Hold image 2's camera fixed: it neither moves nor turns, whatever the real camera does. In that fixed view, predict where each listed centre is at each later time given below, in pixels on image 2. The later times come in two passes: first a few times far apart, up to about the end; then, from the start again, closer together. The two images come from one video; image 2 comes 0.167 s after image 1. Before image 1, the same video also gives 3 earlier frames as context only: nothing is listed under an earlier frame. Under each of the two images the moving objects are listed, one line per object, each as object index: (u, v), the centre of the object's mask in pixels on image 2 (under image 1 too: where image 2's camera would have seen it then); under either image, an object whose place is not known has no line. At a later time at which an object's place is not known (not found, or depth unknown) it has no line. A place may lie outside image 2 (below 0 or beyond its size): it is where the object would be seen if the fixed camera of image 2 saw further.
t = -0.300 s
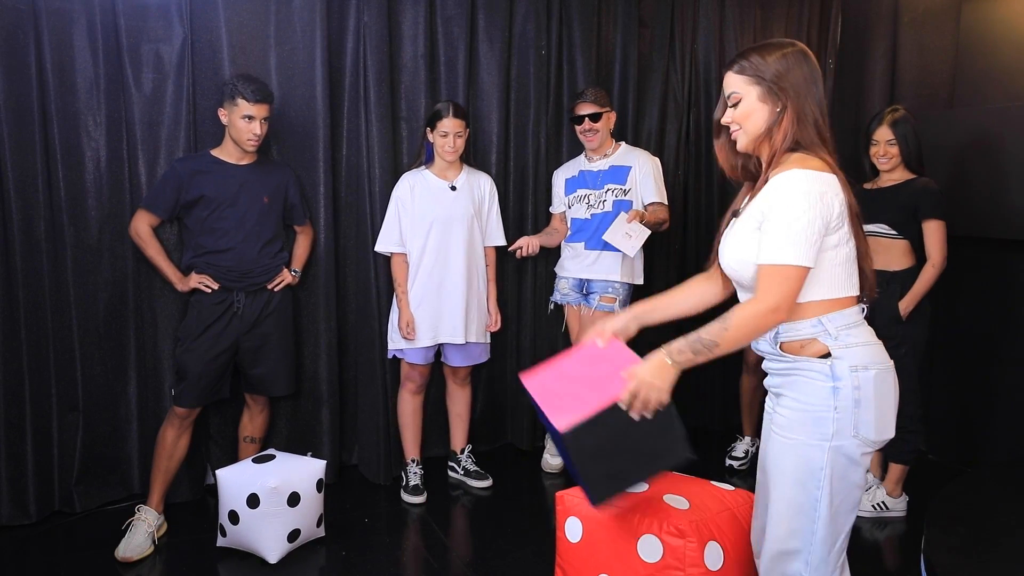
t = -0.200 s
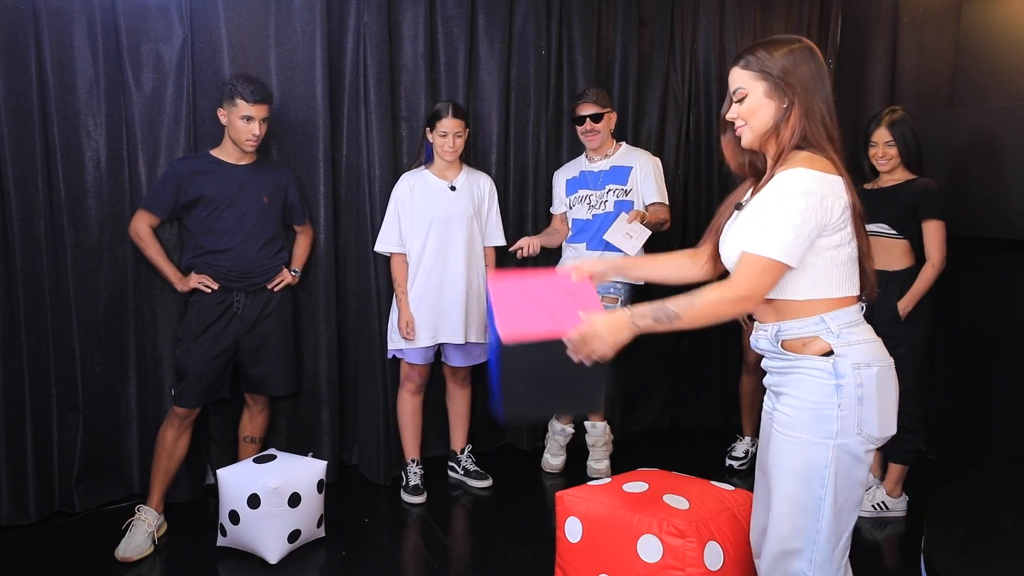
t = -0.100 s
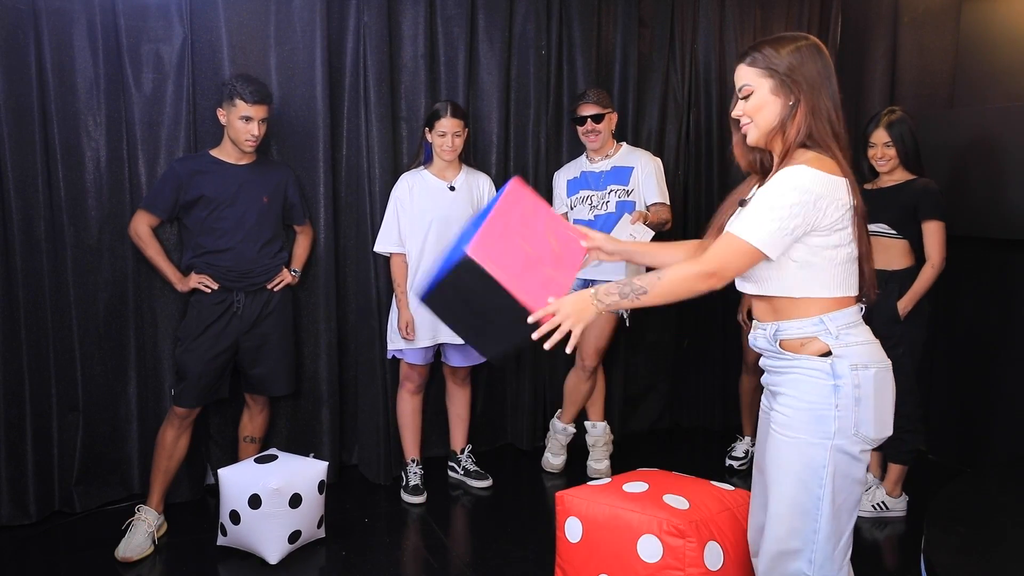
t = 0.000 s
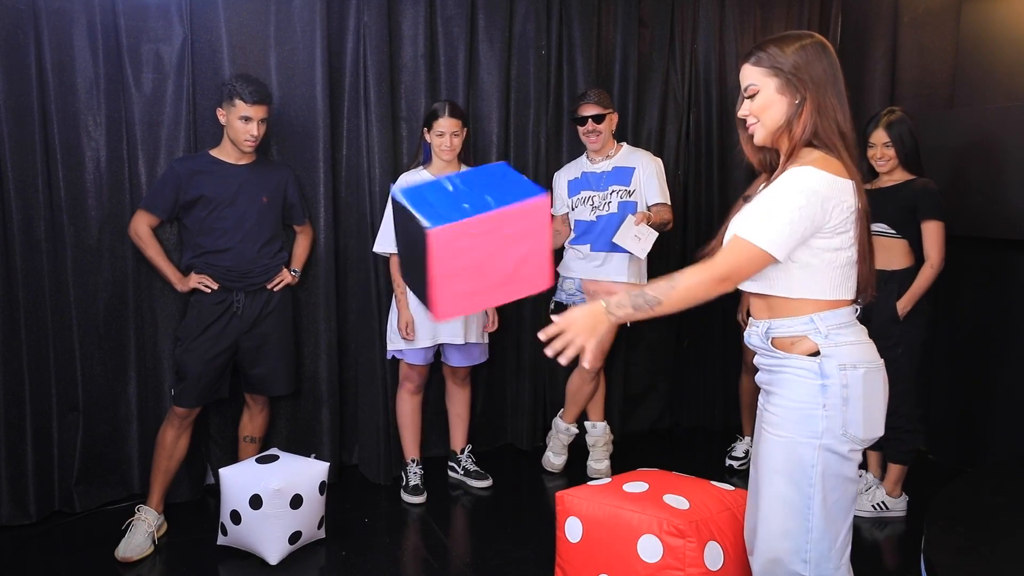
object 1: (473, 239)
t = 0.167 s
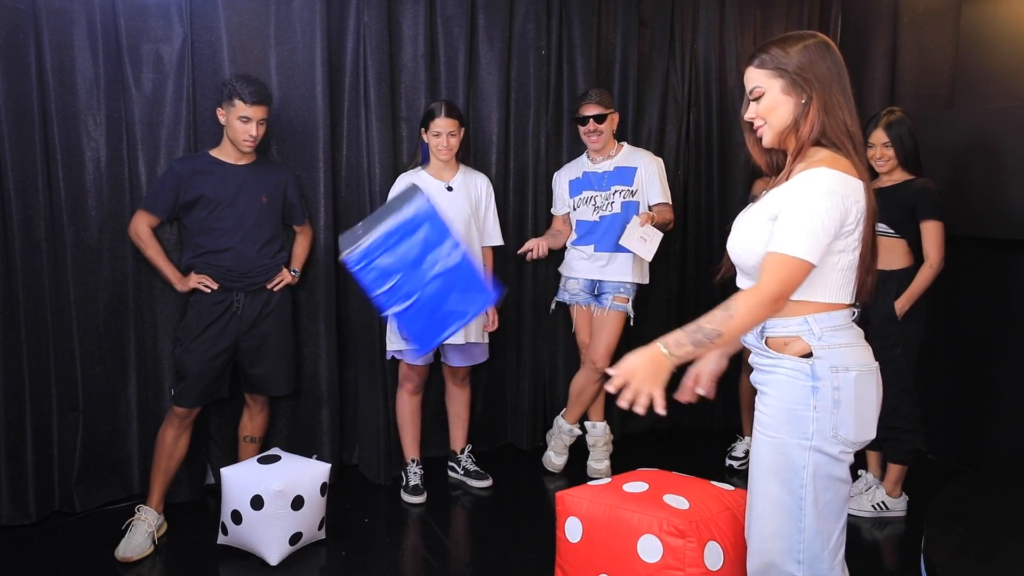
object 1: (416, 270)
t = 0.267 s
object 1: (383, 330)
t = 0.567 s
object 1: (326, 550)
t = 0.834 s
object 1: (353, 536)
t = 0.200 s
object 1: (403, 288)
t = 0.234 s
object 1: (393, 308)
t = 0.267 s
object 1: (383, 330)
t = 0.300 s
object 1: (372, 356)
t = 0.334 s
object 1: (364, 386)
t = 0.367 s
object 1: (357, 419)
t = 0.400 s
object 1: (349, 467)
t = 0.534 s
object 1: (323, 555)
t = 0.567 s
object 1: (326, 550)
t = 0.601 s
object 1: (328, 547)
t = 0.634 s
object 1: (329, 547)
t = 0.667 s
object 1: (331, 548)
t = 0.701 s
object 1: (332, 548)
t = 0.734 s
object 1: (338, 545)
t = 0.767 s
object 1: (344, 540)
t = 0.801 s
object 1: (349, 537)
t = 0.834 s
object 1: (353, 536)
